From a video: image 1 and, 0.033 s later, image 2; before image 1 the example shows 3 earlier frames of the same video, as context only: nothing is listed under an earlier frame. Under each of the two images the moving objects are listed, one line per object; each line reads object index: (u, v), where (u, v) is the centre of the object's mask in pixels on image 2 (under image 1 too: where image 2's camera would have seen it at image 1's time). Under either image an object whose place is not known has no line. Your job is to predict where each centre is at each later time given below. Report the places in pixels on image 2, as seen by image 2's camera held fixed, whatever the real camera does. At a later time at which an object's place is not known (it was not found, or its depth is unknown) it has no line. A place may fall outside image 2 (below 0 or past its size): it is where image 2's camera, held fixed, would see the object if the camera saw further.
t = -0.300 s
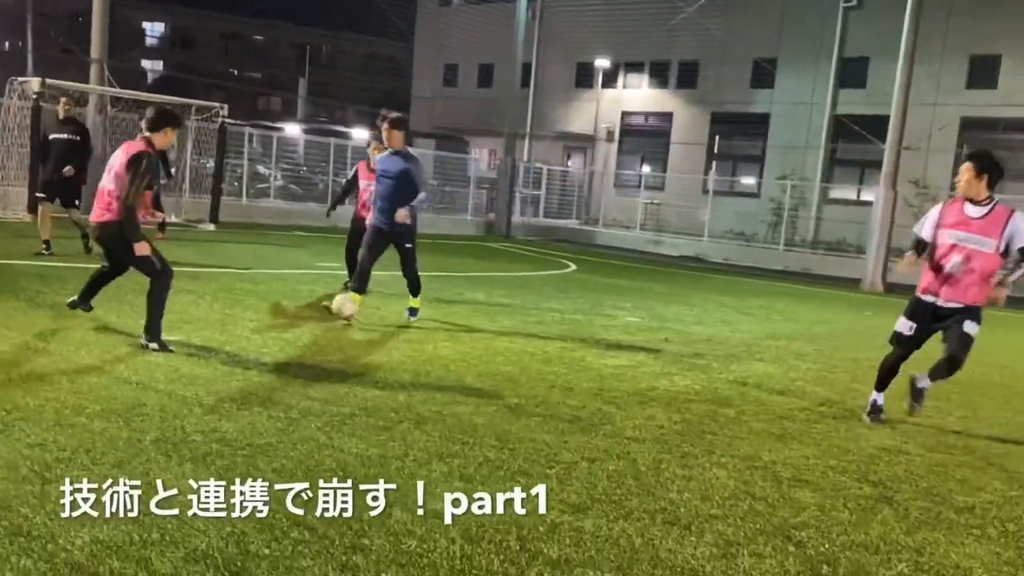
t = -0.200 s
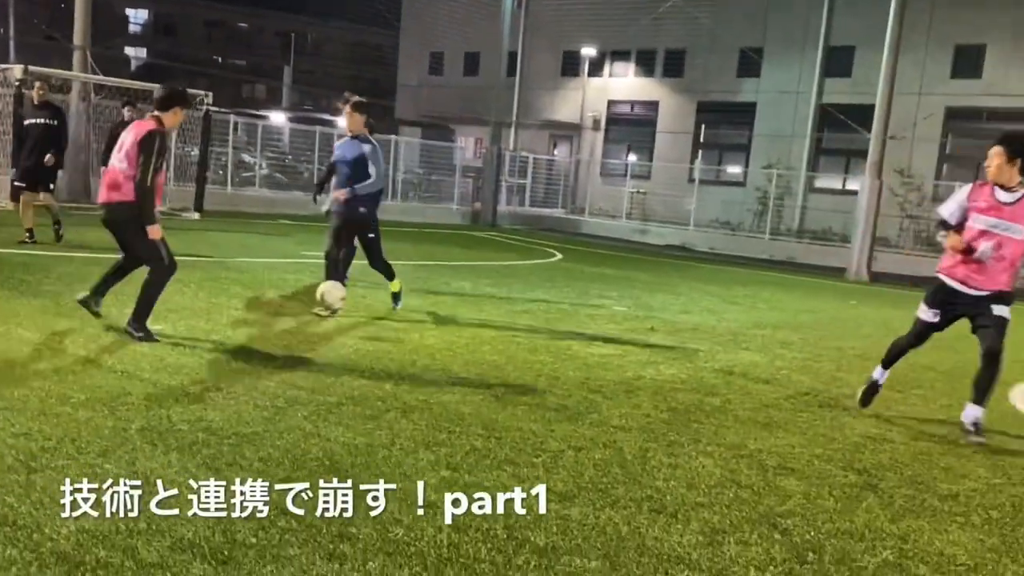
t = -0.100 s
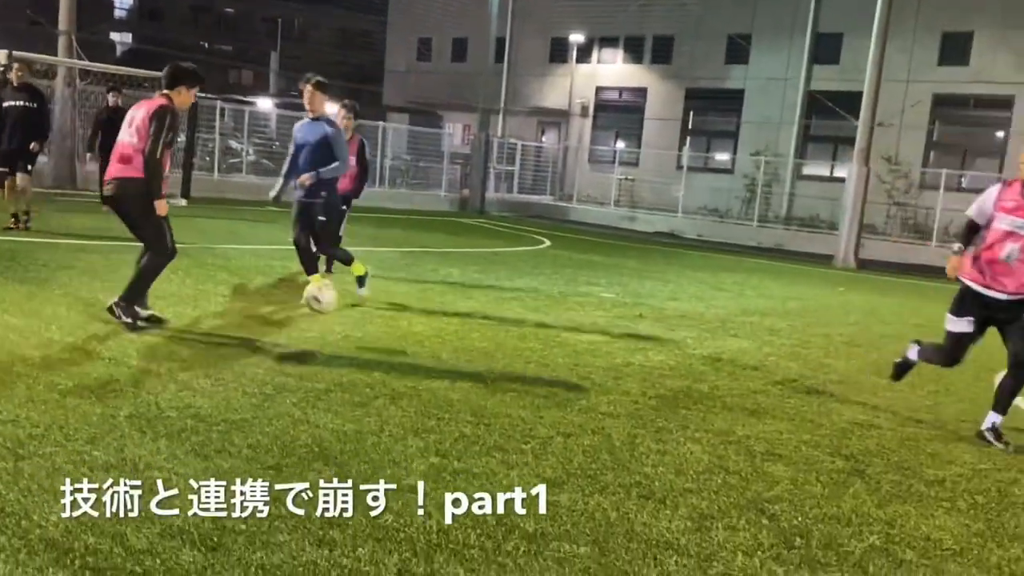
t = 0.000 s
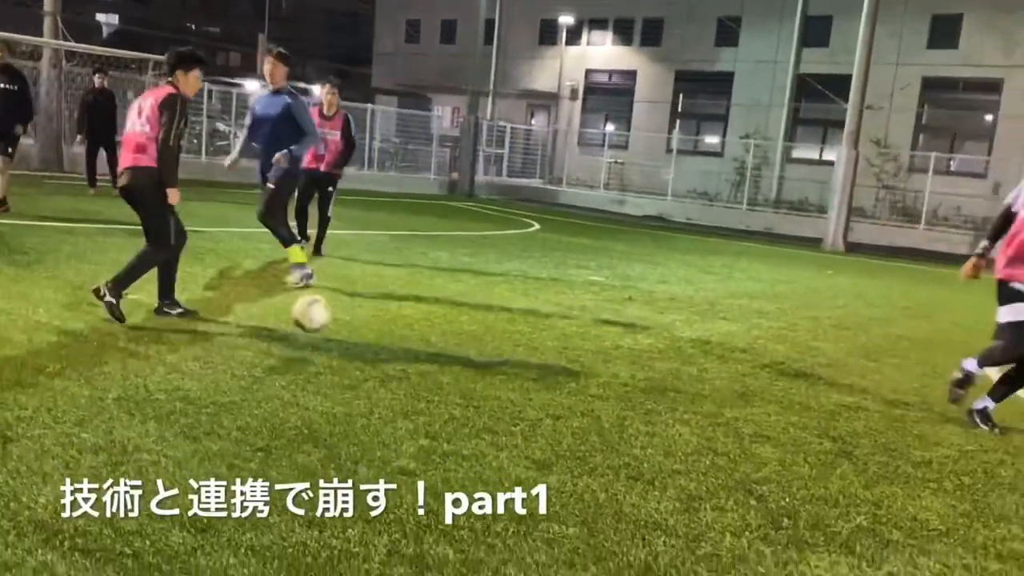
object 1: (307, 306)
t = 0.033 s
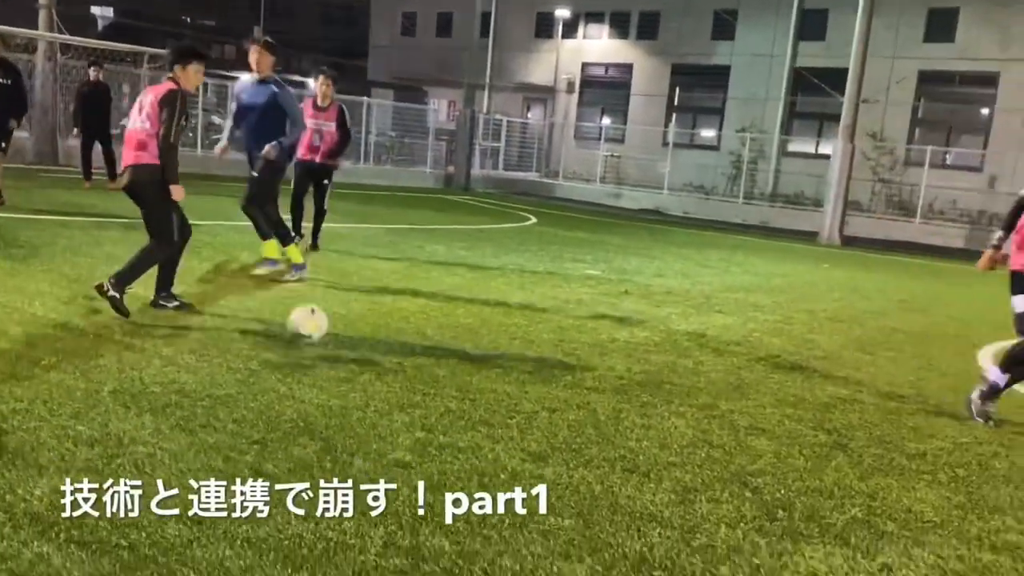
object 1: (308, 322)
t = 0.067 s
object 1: (309, 345)
